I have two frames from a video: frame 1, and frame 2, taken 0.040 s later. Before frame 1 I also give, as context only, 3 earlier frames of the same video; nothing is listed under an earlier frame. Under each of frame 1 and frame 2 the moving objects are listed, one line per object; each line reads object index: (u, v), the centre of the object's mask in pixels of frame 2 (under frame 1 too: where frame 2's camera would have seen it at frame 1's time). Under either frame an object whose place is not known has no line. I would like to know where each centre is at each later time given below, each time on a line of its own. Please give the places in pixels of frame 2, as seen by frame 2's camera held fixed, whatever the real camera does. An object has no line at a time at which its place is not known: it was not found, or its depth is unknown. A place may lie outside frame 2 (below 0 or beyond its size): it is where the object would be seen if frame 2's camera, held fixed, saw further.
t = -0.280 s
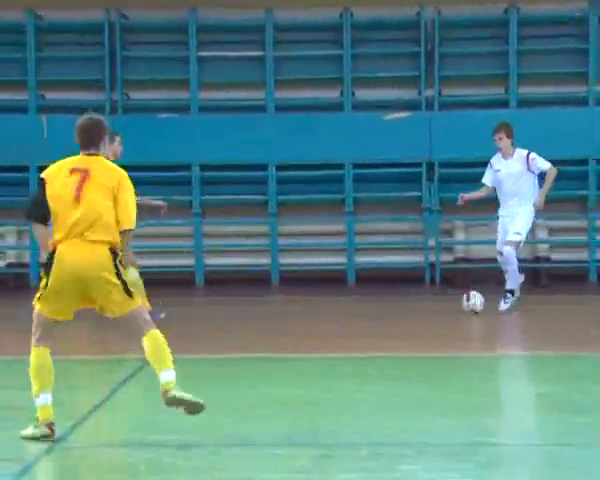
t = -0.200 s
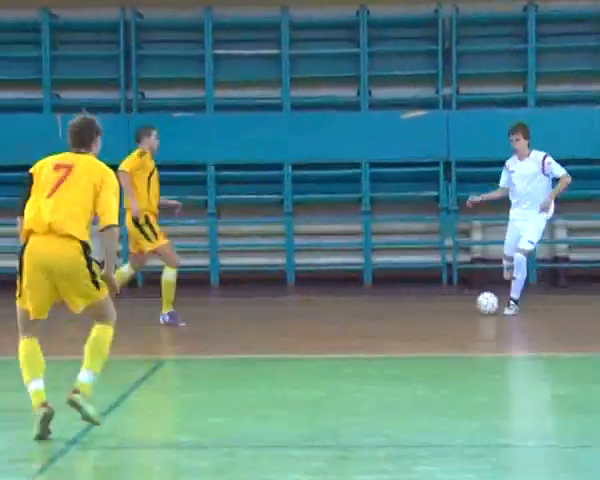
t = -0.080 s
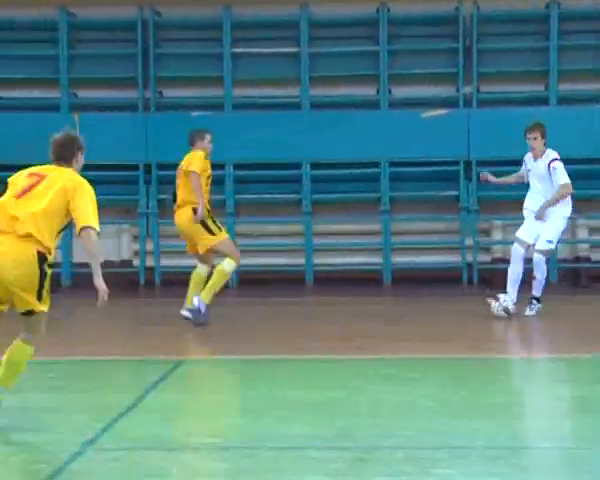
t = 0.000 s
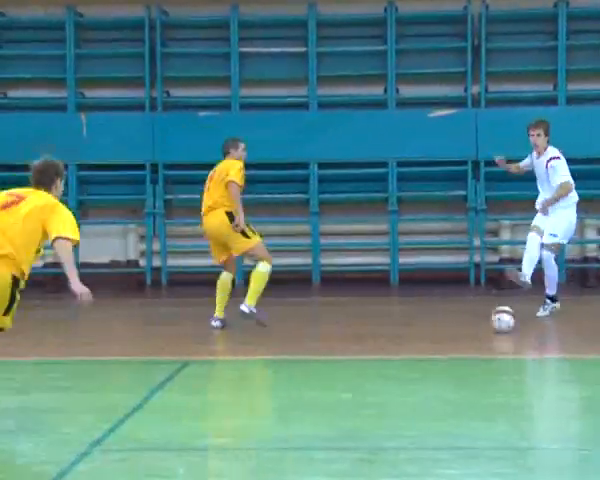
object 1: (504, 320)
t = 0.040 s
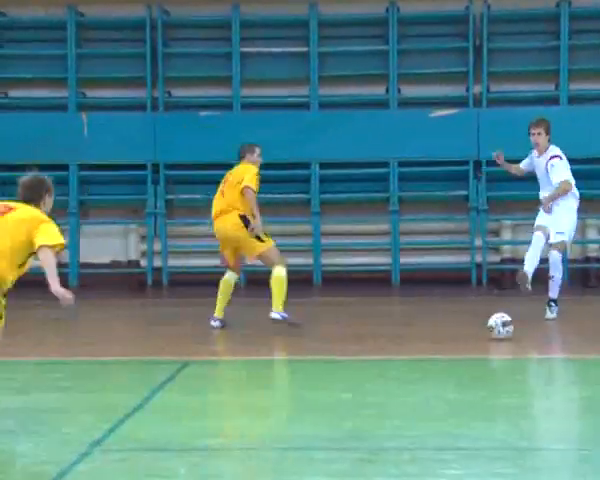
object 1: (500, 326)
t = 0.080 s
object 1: (497, 333)
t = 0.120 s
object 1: (493, 339)
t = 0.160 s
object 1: (489, 346)
